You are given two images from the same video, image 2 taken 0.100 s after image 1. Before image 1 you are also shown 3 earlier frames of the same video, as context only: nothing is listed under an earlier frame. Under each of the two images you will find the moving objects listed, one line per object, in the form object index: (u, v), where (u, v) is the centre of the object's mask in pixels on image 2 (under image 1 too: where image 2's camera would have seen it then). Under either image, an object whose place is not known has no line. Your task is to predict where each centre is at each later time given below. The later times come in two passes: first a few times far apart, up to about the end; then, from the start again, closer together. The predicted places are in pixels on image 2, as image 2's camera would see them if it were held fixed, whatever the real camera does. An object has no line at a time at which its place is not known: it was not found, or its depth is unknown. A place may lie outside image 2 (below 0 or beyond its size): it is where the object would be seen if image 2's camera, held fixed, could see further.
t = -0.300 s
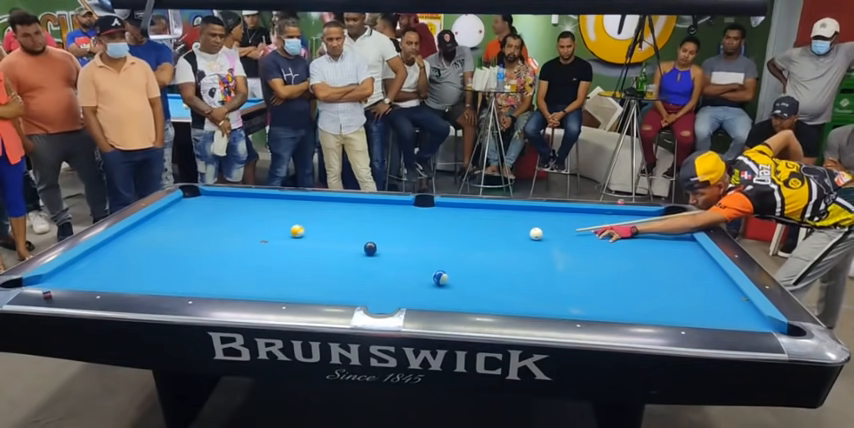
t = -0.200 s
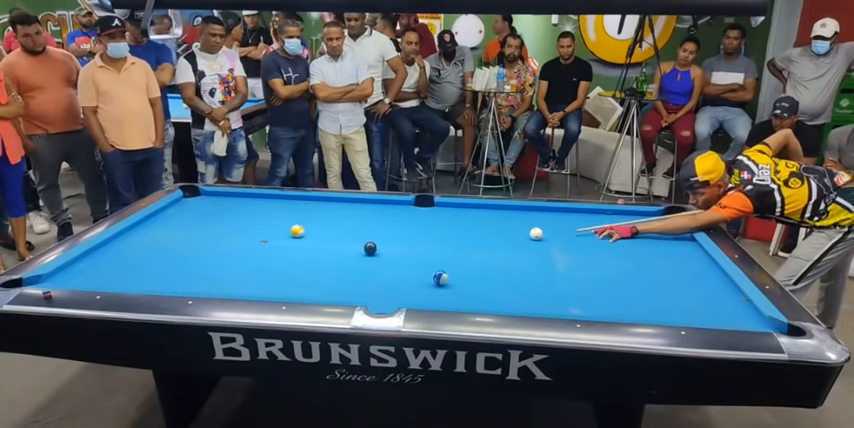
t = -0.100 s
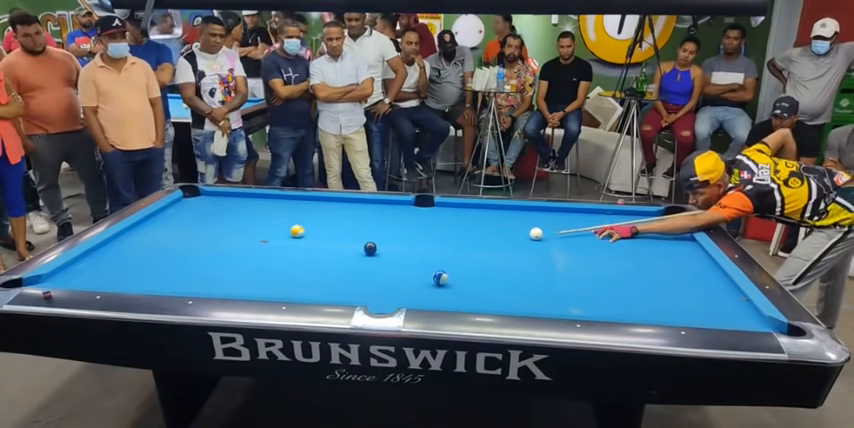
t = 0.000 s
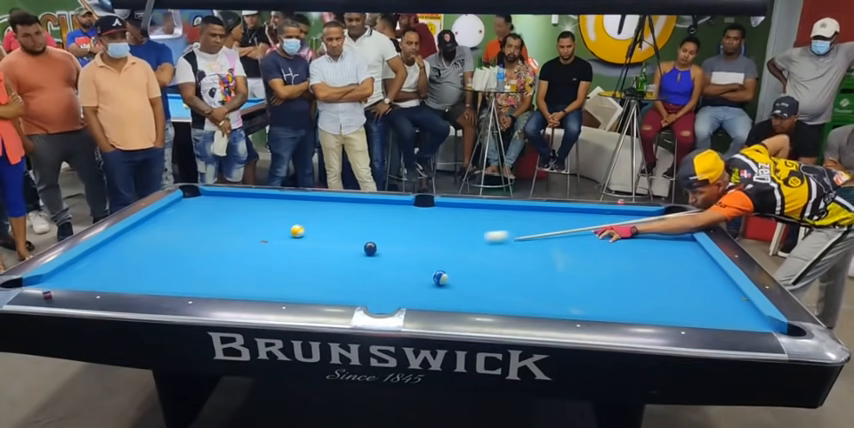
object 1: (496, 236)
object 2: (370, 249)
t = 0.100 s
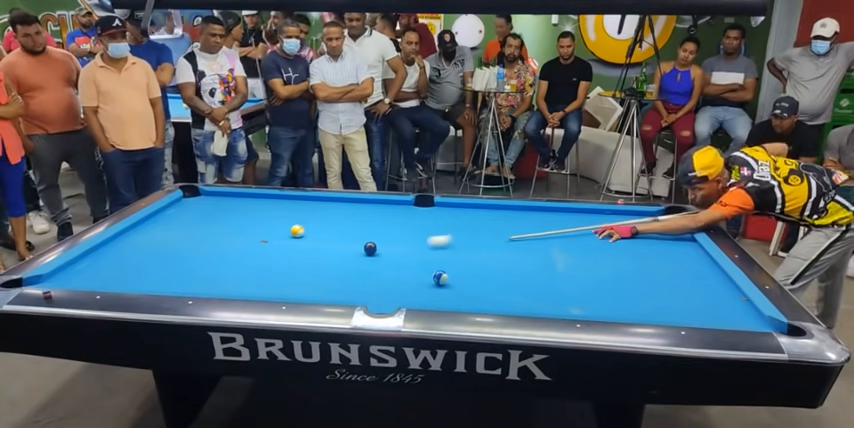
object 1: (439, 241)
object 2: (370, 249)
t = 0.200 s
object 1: (388, 245)
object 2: (369, 249)
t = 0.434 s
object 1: (380, 245)
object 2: (271, 260)
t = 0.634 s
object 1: (378, 245)
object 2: (190, 268)
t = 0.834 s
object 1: (377, 244)
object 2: (105, 278)
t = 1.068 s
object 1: (376, 243)
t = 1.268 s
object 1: (376, 243)
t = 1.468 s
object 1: (376, 243)
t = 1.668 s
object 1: (376, 243)
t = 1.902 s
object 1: (376, 243)
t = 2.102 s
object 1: (376, 243)
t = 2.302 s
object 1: (376, 243)
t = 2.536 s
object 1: (376, 243)
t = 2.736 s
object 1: (376, 243)
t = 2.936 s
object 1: (376, 243)
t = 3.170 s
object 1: (376, 243)
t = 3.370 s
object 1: (376, 243)
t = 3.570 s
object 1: (376, 243)
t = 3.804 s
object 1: (376, 243)
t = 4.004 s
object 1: (376, 243)
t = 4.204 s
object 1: (376, 243)
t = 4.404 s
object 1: (376, 243)
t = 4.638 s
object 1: (376, 243)
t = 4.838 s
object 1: (376, 243)
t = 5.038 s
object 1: (376, 243)
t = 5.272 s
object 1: (376, 243)
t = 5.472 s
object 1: (376, 243)
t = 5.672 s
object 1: (376, 243)
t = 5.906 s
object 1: (376, 243)
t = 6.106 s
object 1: (376, 243)
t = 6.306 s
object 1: (376, 243)
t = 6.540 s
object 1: (376, 243)
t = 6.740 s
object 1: (376, 243)
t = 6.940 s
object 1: (376, 243)
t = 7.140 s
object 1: (376, 243)
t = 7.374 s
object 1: (376, 243)
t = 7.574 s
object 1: (376, 243)
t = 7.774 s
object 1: (376, 243)
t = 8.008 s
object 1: (376, 243)
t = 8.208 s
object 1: (376, 243)
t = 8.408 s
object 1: (376, 243)
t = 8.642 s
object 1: (376, 243)
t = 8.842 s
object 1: (376, 243)
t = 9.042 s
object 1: (376, 243)
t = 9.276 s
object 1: (376, 243)
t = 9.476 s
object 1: (376, 243)
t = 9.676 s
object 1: (376, 243)
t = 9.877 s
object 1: (376, 243)
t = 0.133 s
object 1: (421, 242)
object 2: (370, 249)
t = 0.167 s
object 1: (403, 244)
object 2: (370, 249)
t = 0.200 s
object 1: (388, 245)
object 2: (369, 249)
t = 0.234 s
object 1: (382, 246)
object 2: (358, 250)
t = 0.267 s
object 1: (382, 247)
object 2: (342, 252)
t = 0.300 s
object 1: (382, 246)
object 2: (327, 254)
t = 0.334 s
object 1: (381, 246)
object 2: (311, 256)
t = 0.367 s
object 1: (381, 246)
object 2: (298, 257)
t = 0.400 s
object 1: (381, 246)
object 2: (283, 259)
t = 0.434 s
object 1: (380, 245)
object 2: (271, 260)
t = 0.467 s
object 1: (380, 245)
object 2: (257, 262)
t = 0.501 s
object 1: (380, 245)
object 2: (245, 263)
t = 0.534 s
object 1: (379, 245)
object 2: (232, 265)
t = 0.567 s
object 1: (379, 245)
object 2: (218, 266)
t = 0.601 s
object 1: (379, 245)
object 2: (204, 267)
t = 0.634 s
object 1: (378, 245)
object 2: (190, 268)
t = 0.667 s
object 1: (378, 244)
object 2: (176, 270)
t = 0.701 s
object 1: (378, 244)
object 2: (164, 271)
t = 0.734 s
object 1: (378, 244)
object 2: (148, 273)
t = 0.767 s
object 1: (377, 244)
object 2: (134, 275)
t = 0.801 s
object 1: (377, 244)
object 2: (119, 276)
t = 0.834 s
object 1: (377, 244)
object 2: (105, 278)
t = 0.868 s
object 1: (377, 243)
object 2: (90, 279)
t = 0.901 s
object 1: (377, 243)
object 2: (75, 280)
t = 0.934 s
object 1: (377, 243)
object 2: (60, 280)
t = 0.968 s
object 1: (377, 243)
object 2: (47, 279)
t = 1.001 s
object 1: (376, 243)
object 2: (33, 281)
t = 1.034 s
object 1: (376, 243)
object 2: (17, 285)
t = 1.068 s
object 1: (376, 243)
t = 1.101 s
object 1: (376, 243)
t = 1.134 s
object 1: (376, 243)
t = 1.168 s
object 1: (376, 243)
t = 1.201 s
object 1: (376, 243)
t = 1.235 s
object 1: (376, 243)
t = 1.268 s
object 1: (376, 243)
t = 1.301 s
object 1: (376, 243)
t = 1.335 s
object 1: (376, 243)
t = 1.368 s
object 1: (376, 243)
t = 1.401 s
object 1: (376, 243)
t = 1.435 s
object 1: (376, 243)
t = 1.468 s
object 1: (376, 243)
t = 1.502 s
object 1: (376, 243)
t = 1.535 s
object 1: (376, 243)
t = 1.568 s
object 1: (376, 243)
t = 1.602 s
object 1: (376, 243)
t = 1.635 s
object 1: (376, 243)
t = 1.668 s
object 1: (376, 243)
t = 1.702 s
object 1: (376, 243)
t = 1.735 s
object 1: (376, 243)
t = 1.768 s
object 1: (376, 243)
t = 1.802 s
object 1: (376, 243)
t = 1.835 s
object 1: (376, 243)
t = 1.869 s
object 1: (376, 243)
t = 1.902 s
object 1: (376, 243)
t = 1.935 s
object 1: (376, 243)
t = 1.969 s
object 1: (376, 243)
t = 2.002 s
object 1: (376, 243)
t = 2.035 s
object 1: (376, 243)
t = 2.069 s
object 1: (376, 243)
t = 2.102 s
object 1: (376, 243)
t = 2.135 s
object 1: (376, 243)
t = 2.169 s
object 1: (376, 243)
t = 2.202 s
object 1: (376, 243)
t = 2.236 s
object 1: (376, 243)
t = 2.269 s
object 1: (376, 243)
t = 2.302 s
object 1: (376, 243)
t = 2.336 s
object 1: (376, 243)
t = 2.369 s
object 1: (376, 243)
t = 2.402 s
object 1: (376, 243)
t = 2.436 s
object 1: (376, 243)
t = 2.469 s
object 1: (376, 243)
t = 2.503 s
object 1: (376, 243)
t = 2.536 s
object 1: (376, 243)
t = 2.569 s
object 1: (376, 243)
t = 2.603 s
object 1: (376, 243)
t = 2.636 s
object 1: (376, 243)
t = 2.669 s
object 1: (376, 243)
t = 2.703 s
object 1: (376, 243)
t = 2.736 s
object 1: (376, 243)
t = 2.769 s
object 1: (376, 243)
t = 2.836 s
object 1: (376, 243)
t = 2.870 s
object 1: (376, 243)
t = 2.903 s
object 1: (376, 243)
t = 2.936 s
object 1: (376, 243)
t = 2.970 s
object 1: (376, 243)
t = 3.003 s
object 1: (376, 243)
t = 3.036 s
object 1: (376, 243)
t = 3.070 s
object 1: (376, 243)
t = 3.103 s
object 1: (376, 243)
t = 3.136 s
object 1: (376, 243)
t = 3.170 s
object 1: (376, 243)
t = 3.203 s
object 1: (376, 243)
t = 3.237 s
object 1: (376, 243)
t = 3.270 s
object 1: (376, 243)
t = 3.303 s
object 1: (376, 243)
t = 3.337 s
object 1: (376, 243)
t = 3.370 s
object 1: (376, 243)
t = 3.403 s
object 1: (376, 243)
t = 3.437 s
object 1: (376, 243)
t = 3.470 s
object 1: (376, 243)
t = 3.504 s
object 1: (376, 243)
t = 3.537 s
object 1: (376, 243)
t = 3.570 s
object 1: (376, 243)
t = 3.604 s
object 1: (376, 243)
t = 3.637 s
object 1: (376, 243)
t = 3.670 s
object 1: (376, 243)
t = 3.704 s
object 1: (376, 243)
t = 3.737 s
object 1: (376, 243)
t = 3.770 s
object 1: (376, 243)
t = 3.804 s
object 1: (376, 243)
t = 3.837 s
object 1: (376, 243)
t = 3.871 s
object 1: (376, 243)
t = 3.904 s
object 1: (376, 243)
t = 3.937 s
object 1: (376, 243)
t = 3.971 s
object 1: (376, 243)
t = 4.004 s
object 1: (376, 243)
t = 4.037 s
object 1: (376, 243)
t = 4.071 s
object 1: (376, 243)
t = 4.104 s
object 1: (376, 243)
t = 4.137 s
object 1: (376, 243)
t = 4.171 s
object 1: (376, 243)
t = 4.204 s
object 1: (376, 243)
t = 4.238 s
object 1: (376, 243)
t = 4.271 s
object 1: (376, 243)
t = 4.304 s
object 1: (376, 243)
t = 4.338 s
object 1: (376, 243)
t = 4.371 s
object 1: (376, 243)
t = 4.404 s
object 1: (376, 243)
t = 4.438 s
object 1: (376, 243)
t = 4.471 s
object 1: (376, 243)
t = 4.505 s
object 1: (376, 243)
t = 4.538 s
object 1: (376, 243)
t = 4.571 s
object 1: (376, 243)
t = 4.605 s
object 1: (376, 243)
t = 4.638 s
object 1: (376, 243)
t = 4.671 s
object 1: (376, 243)
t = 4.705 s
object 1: (376, 243)
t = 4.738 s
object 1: (376, 243)
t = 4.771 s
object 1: (376, 243)
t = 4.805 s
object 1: (376, 243)
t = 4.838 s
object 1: (376, 243)
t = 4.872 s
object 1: (376, 243)
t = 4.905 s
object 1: (376, 243)
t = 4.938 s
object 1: (376, 243)
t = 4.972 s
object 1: (376, 243)
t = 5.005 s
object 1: (376, 243)
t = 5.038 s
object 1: (376, 243)
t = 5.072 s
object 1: (376, 243)
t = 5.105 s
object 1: (376, 243)
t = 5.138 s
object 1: (376, 243)
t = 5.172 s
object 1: (376, 243)
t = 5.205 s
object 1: (376, 243)
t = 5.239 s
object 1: (376, 243)
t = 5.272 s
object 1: (376, 243)
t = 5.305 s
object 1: (376, 243)
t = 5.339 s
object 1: (376, 243)
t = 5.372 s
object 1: (376, 243)
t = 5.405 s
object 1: (376, 243)
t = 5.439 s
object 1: (376, 243)
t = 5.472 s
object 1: (376, 243)
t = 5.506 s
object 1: (376, 243)
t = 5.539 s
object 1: (376, 243)
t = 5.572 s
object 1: (376, 243)
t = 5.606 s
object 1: (376, 243)
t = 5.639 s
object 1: (376, 243)
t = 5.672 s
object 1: (376, 243)
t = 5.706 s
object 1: (376, 243)
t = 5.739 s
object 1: (376, 243)
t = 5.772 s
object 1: (376, 243)
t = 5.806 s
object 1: (376, 243)
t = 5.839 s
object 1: (376, 243)
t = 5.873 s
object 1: (376, 243)
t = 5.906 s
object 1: (376, 243)
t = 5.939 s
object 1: (376, 243)
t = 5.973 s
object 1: (376, 243)
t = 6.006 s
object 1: (376, 243)
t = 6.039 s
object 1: (376, 243)
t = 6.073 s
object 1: (376, 243)
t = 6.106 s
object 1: (376, 243)
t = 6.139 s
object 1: (376, 243)
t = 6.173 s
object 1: (376, 243)
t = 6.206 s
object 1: (376, 243)
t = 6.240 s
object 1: (376, 243)
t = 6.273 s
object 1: (376, 243)
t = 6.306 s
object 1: (376, 243)
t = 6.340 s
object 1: (376, 243)
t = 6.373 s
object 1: (376, 243)
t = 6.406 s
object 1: (376, 243)
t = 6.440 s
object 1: (376, 243)
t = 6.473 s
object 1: (376, 243)
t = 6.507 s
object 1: (376, 243)
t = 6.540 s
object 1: (376, 243)
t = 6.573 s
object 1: (376, 243)
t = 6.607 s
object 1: (376, 243)
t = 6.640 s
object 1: (376, 243)
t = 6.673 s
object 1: (376, 243)
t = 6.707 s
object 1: (376, 243)
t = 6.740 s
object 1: (376, 243)
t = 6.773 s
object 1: (376, 243)
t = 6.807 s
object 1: (376, 243)
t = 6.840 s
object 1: (376, 243)
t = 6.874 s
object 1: (376, 243)
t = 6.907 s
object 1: (376, 243)
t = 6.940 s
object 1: (376, 243)
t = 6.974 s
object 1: (376, 243)
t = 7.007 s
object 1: (376, 243)
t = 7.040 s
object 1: (376, 243)
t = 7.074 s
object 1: (376, 243)
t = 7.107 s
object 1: (376, 243)
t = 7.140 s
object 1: (376, 243)
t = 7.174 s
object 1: (376, 243)
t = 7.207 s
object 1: (376, 243)
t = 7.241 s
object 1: (376, 243)
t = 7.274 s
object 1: (376, 243)
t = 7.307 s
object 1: (376, 243)
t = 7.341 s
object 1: (376, 243)
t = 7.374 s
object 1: (376, 243)
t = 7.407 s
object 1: (376, 243)
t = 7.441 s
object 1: (376, 243)
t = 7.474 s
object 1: (376, 243)
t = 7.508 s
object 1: (376, 243)
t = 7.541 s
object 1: (376, 243)
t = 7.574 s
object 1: (376, 243)
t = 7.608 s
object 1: (376, 243)
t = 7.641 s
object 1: (376, 243)
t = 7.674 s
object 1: (376, 243)
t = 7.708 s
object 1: (376, 243)
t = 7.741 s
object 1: (376, 243)
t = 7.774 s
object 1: (376, 243)
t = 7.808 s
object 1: (376, 243)
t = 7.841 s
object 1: (376, 243)
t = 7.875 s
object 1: (376, 243)
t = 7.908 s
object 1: (376, 243)
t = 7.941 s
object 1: (376, 243)
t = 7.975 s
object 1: (376, 243)
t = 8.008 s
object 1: (376, 243)
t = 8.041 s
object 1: (376, 243)
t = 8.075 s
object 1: (376, 243)
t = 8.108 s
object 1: (376, 243)
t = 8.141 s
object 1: (376, 243)
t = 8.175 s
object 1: (376, 243)
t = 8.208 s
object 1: (376, 243)
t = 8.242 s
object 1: (376, 243)
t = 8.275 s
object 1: (376, 243)
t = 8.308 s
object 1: (376, 243)
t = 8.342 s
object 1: (376, 243)
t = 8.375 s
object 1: (376, 243)
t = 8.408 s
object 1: (376, 243)
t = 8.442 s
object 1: (376, 243)
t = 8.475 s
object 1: (376, 243)
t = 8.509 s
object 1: (376, 243)
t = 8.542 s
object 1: (376, 243)
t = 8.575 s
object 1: (376, 243)
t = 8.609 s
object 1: (376, 243)
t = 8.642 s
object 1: (376, 243)
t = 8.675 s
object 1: (376, 243)
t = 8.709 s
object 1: (376, 243)
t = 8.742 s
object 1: (376, 243)
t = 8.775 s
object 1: (376, 243)
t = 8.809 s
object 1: (376, 243)
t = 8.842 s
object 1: (376, 243)
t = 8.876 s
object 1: (376, 243)
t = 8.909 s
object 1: (376, 243)
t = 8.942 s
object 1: (376, 243)
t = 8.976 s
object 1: (376, 243)
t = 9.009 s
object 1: (376, 243)
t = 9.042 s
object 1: (376, 243)
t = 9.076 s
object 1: (376, 243)
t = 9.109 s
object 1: (376, 243)
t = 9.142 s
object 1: (376, 243)
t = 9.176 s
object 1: (376, 243)
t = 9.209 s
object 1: (376, 243)
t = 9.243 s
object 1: (376, 243)
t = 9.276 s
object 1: (376, 243)
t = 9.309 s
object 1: (376, 243)
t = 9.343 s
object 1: (376, 243)
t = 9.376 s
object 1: (376, 243)
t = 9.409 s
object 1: (376, 243)
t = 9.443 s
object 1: (376, 243)
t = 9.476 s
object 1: (376, 243)
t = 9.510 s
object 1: (376, 243)
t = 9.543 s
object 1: (376, 243)
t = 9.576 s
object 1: (376, 243)
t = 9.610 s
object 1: (376, 243)
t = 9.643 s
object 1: (376, 243)
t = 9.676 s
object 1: (376, 243)
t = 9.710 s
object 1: (376, 243)
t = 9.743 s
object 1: (376, 243)
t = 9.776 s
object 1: (376, 243)
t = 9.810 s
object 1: (376, 243)
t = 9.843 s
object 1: (376, 243)
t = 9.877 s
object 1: (376, 243)
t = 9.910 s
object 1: (376, 243)
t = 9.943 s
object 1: (376, 243)
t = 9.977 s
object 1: (376, 243)
